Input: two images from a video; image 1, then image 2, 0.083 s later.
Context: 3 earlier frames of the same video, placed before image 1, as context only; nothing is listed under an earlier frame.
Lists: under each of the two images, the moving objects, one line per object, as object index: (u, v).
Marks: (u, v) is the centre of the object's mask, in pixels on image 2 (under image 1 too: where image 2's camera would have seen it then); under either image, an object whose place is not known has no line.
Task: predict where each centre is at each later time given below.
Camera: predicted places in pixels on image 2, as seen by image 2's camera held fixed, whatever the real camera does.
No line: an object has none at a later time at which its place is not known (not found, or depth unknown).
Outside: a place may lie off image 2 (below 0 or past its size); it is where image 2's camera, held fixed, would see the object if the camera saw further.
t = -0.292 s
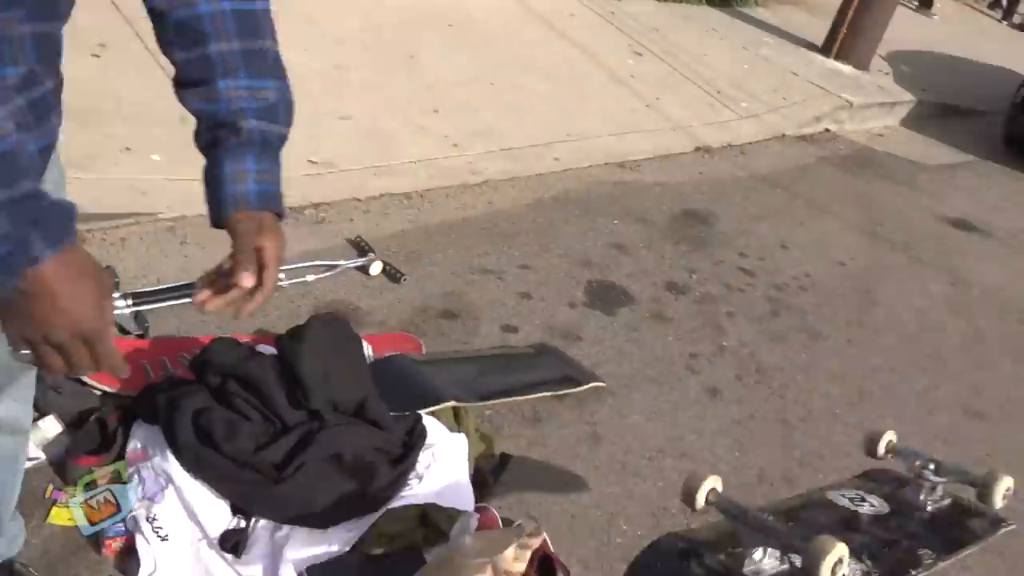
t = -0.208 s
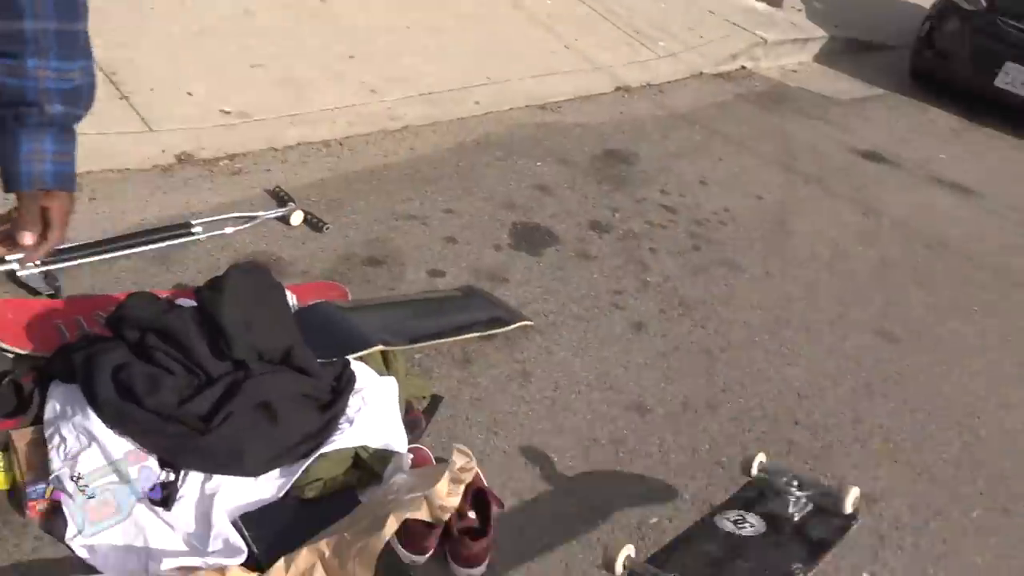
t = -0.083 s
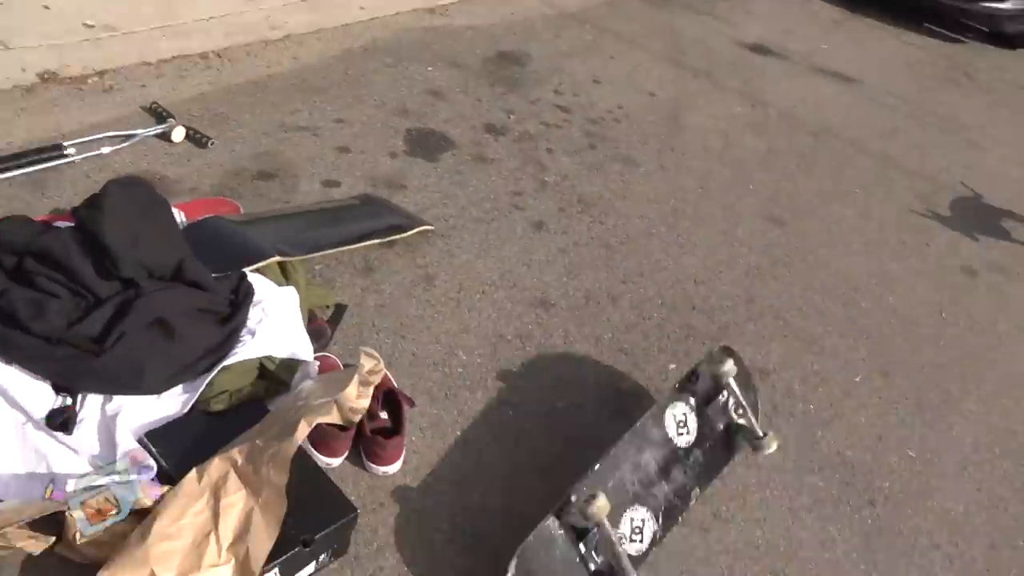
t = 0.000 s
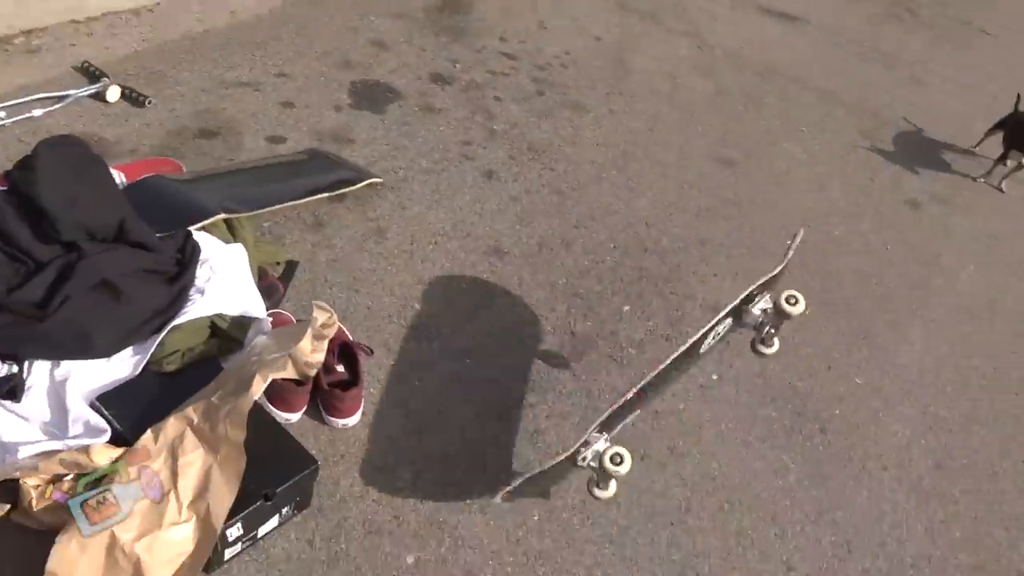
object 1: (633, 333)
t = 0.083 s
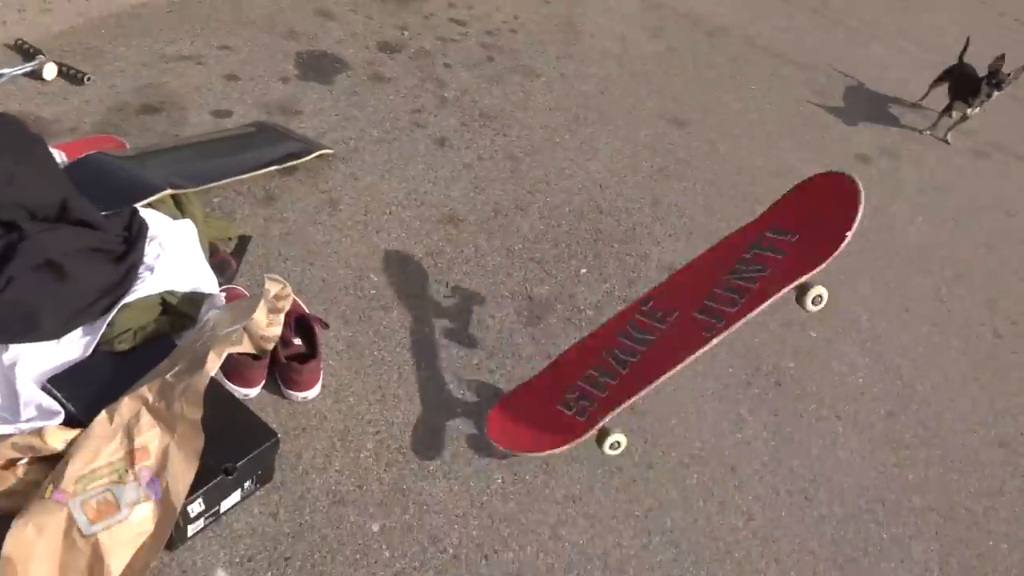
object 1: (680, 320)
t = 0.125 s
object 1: (701, 321)
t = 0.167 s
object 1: (724, 331)
